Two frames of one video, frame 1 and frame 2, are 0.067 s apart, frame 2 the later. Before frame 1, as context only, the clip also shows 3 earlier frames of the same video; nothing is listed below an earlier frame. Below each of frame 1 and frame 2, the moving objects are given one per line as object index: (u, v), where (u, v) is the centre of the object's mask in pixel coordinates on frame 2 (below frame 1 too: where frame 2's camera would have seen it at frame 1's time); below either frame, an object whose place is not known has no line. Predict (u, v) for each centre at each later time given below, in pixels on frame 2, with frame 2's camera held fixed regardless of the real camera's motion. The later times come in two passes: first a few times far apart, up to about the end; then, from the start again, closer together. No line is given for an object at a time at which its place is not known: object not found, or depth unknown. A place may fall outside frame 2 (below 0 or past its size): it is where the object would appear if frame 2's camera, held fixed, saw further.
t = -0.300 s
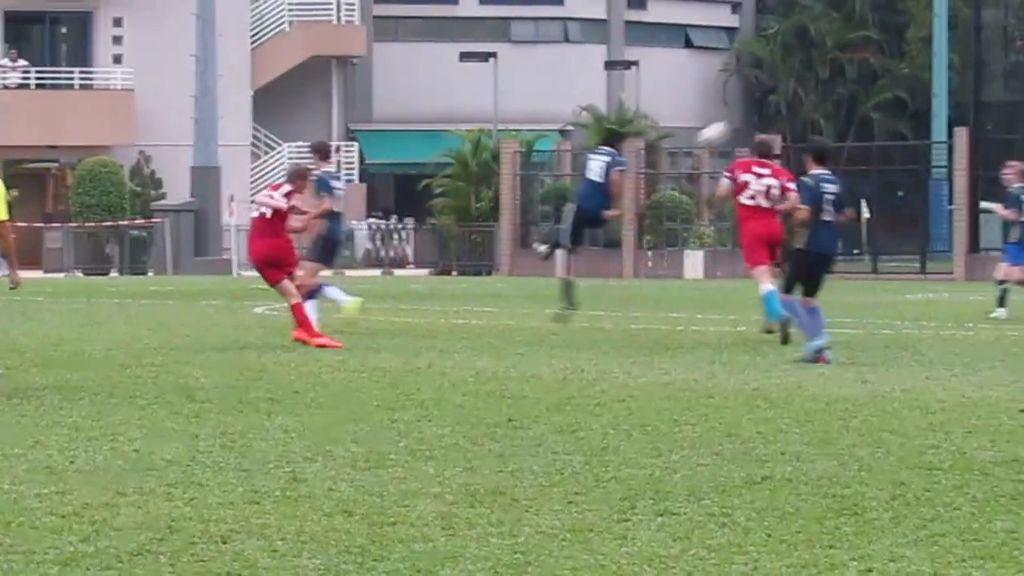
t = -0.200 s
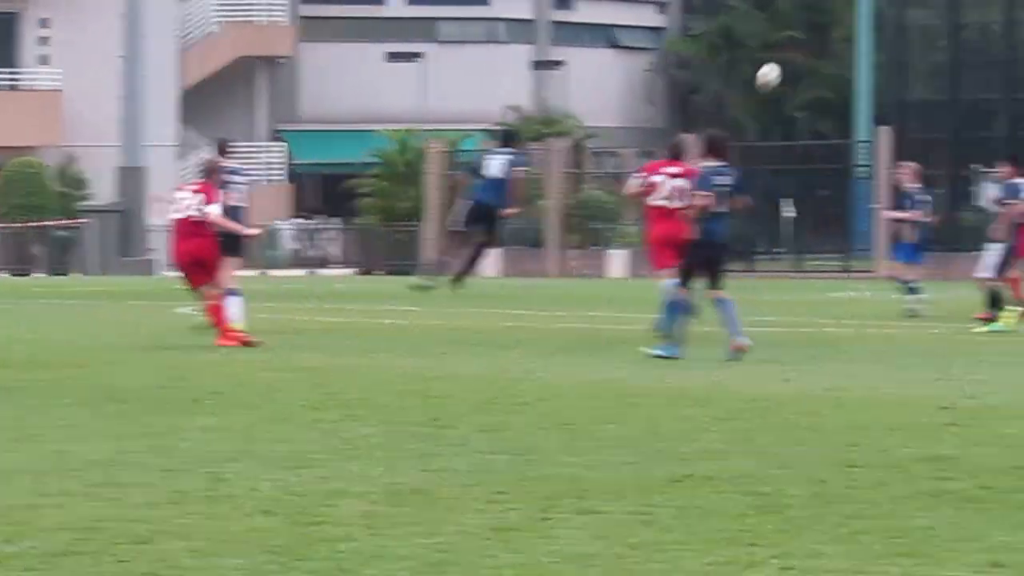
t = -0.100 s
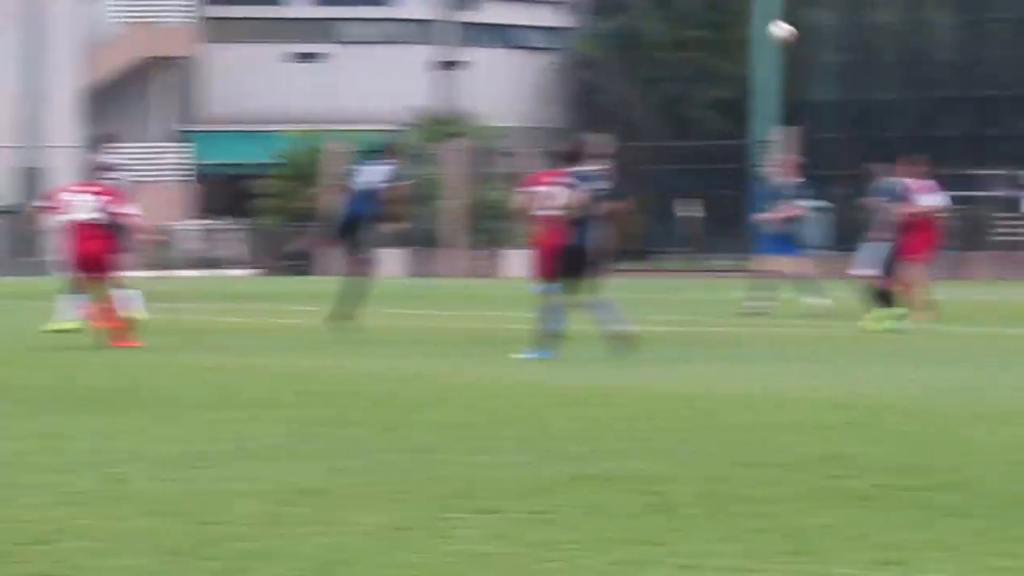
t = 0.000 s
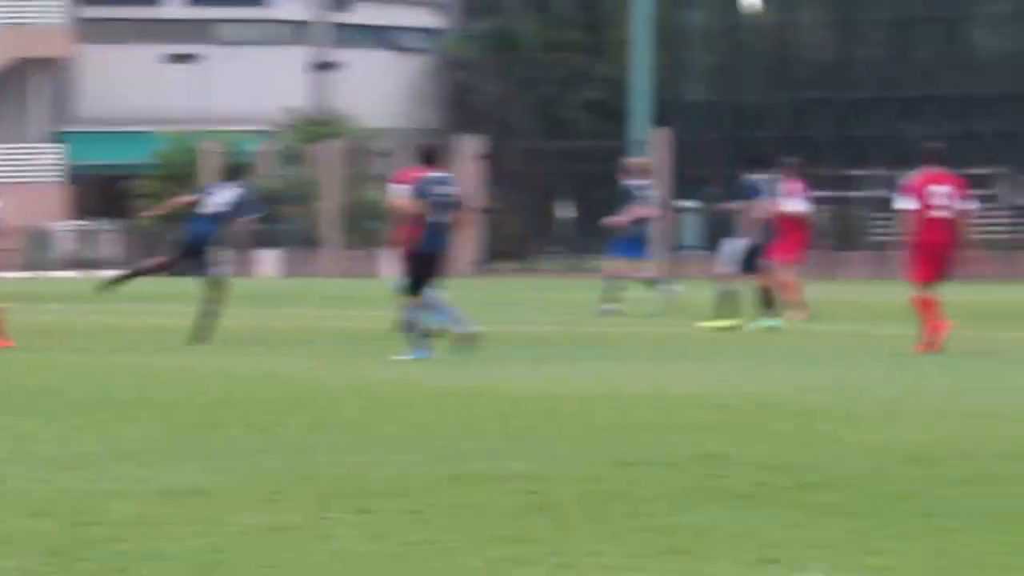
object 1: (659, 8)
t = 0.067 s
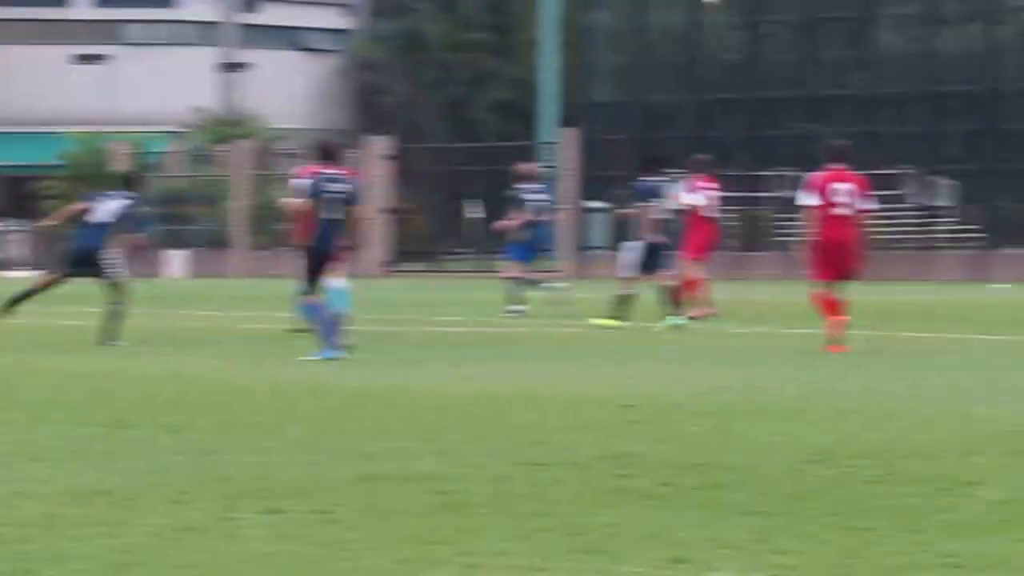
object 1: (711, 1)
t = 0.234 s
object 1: (826, -6)
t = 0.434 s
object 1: (930, 3)
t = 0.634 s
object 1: (1010, 51)
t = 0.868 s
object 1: (1008, 120)
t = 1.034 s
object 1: (849, 162)
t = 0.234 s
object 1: (826, -6)
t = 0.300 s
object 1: (865, -7)
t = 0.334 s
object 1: (883, -6)
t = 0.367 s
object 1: (899, -6)
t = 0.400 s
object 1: (915, -3)
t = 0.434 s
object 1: (930, 3)
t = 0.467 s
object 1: (944, 7)
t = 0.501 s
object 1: (959, 14)
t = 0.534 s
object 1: (972, 23)
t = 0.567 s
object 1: (986, 32)
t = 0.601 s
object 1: (998, 41)
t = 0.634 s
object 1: (1010, 51)
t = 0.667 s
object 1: (1022, 61)
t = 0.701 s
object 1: (1033, 70)
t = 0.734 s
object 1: (1044, 82)
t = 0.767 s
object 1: (1053, 94)
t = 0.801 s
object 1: (1061, 106)
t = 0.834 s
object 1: (1043, 114)
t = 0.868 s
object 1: (1008, 120)
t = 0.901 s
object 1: (975, 127)
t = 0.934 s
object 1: (943, 135)
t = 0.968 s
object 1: (911, 143)
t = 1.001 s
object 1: (880, 152)
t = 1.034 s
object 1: (849, 162)
